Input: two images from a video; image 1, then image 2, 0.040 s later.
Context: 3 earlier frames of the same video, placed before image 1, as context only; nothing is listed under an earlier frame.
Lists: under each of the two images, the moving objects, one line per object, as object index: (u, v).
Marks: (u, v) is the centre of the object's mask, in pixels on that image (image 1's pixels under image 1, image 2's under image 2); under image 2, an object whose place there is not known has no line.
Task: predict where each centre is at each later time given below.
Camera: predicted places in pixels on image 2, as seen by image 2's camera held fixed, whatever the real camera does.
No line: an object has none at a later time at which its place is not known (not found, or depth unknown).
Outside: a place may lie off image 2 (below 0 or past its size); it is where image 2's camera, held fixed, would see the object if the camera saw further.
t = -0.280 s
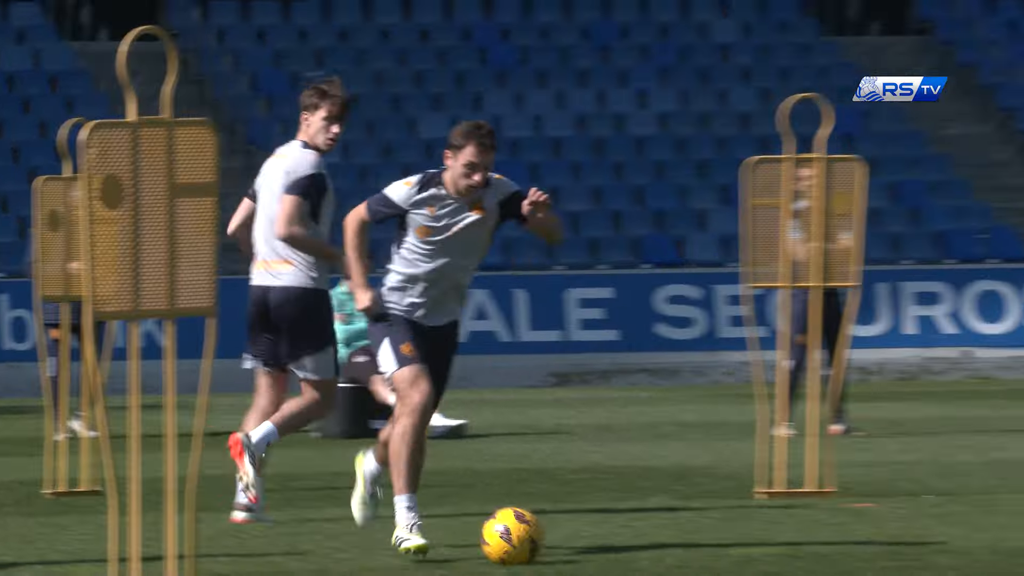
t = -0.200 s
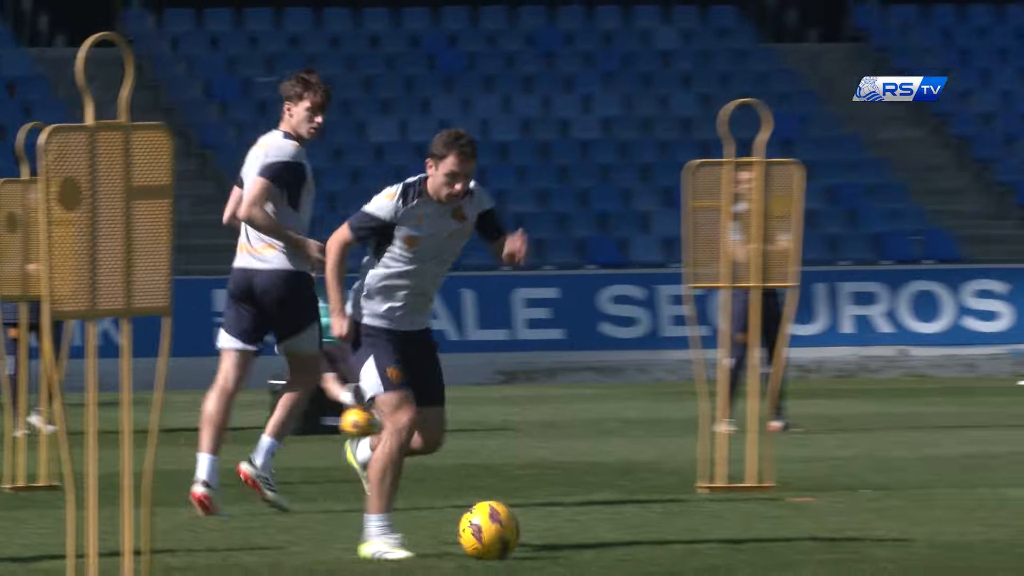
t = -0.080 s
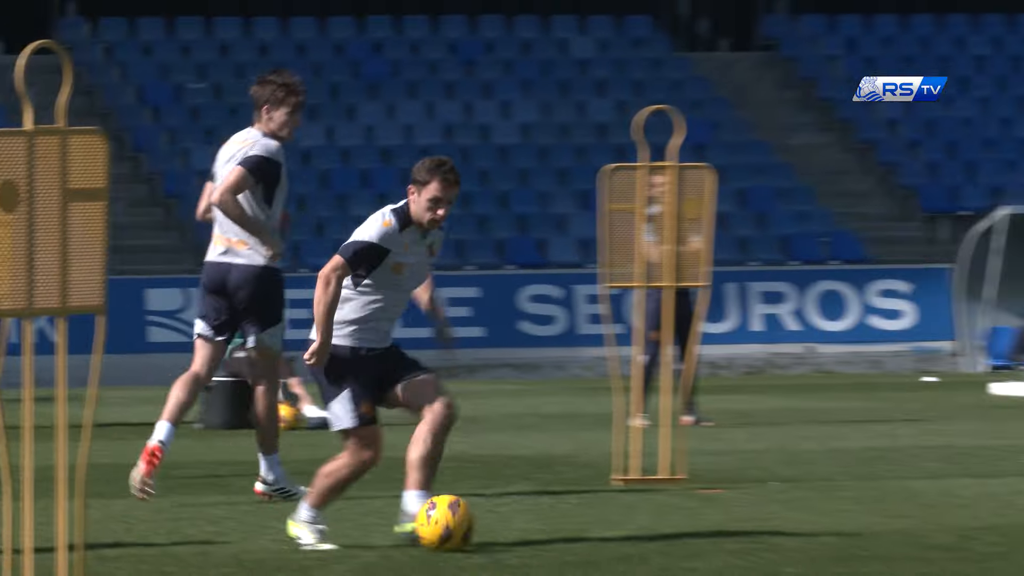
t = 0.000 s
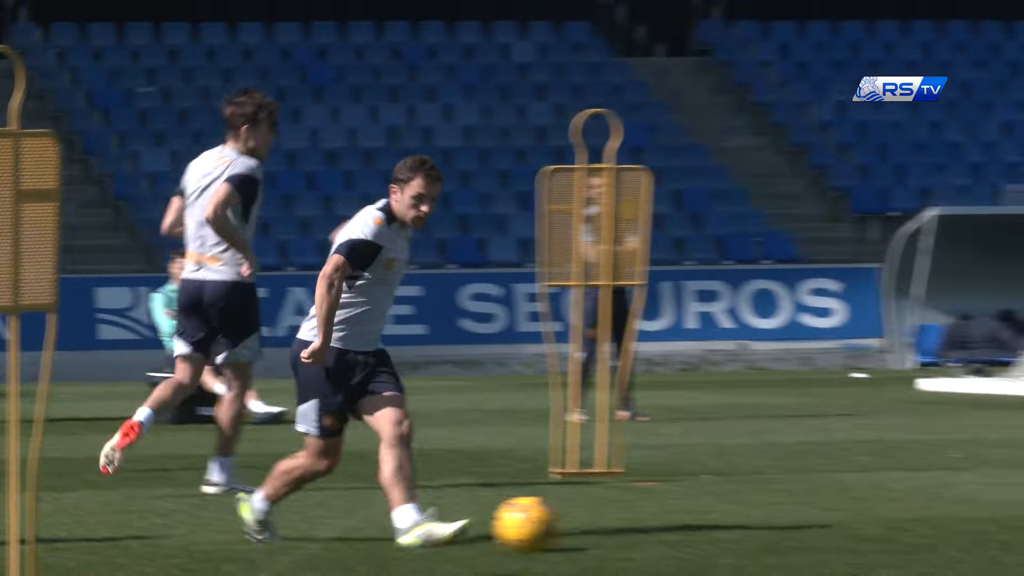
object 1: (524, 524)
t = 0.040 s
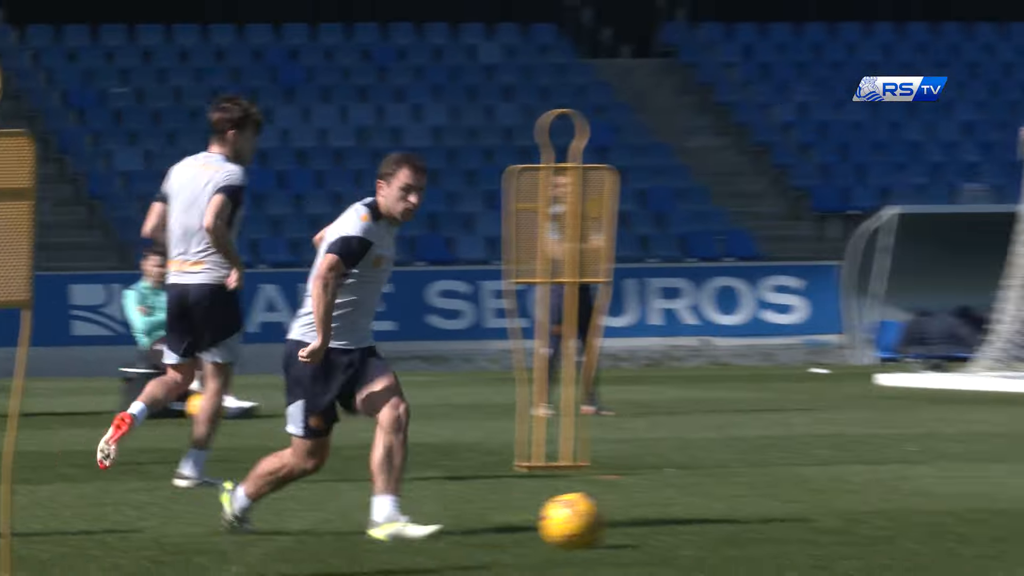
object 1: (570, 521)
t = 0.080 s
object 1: (652, 526)
